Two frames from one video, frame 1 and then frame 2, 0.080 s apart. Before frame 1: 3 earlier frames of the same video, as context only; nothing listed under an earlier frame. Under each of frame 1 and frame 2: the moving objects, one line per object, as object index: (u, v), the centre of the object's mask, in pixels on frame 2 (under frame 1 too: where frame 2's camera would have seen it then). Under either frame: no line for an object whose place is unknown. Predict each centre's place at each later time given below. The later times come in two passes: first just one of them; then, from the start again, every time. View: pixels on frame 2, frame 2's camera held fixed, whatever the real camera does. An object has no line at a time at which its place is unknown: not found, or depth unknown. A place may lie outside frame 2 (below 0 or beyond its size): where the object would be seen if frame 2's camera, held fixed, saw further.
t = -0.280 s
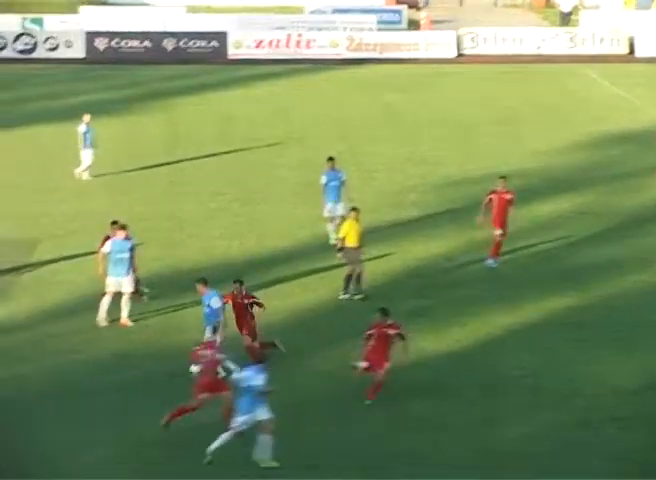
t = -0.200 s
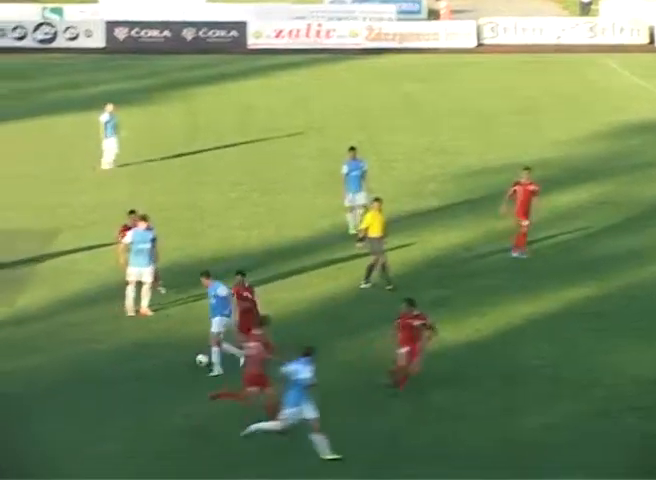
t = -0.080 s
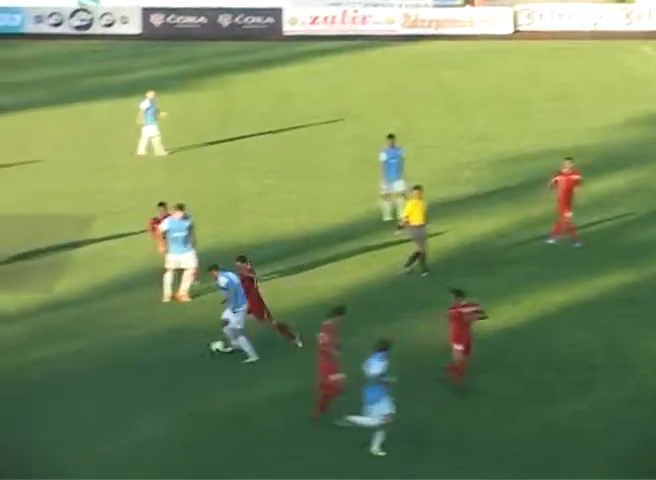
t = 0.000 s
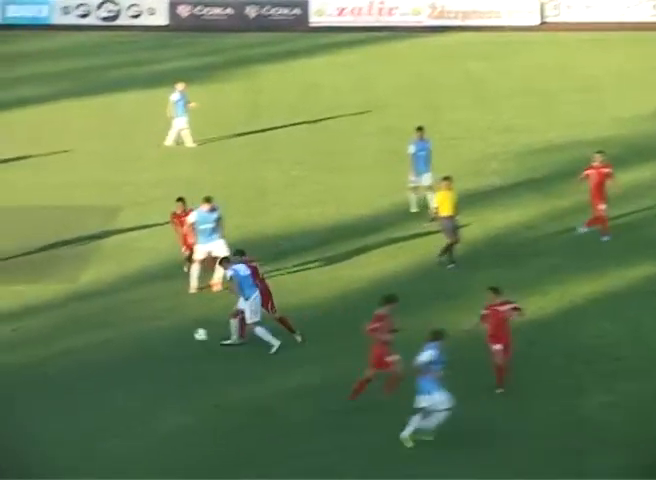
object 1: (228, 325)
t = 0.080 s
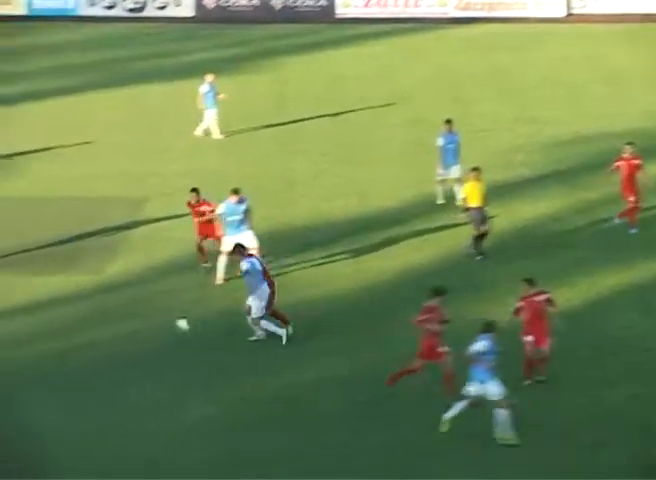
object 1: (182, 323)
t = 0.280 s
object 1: (87, 336)
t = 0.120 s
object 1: (159, 326)
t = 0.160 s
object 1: (134, 329)
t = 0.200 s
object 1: (118, 331)
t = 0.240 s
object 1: (101, 334)
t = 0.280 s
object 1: (87, 336)
